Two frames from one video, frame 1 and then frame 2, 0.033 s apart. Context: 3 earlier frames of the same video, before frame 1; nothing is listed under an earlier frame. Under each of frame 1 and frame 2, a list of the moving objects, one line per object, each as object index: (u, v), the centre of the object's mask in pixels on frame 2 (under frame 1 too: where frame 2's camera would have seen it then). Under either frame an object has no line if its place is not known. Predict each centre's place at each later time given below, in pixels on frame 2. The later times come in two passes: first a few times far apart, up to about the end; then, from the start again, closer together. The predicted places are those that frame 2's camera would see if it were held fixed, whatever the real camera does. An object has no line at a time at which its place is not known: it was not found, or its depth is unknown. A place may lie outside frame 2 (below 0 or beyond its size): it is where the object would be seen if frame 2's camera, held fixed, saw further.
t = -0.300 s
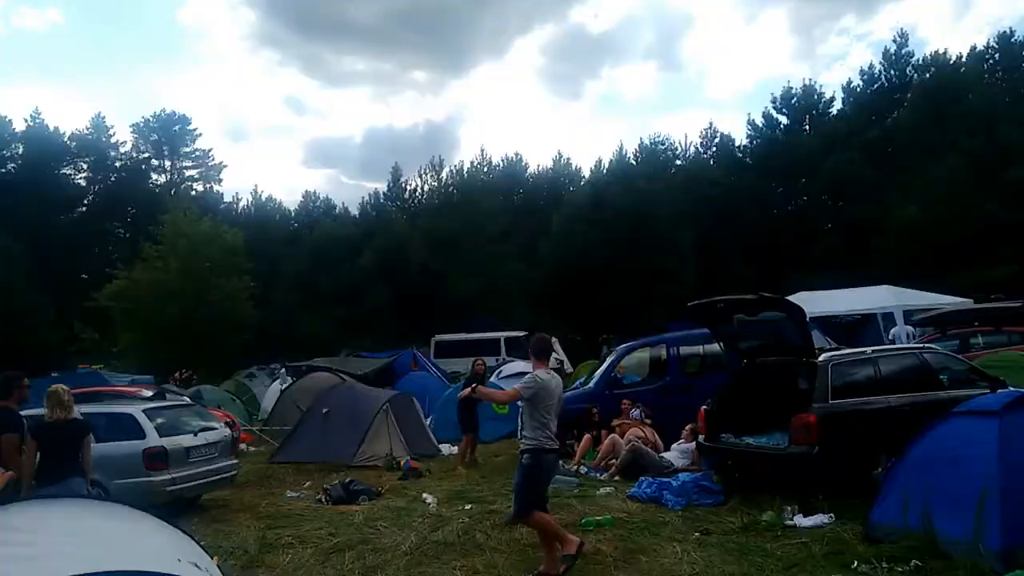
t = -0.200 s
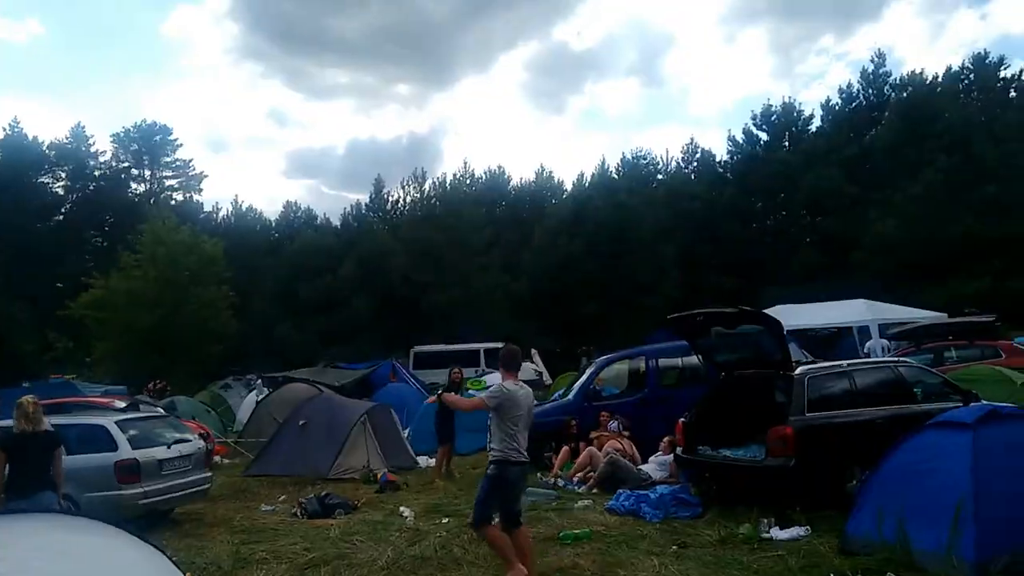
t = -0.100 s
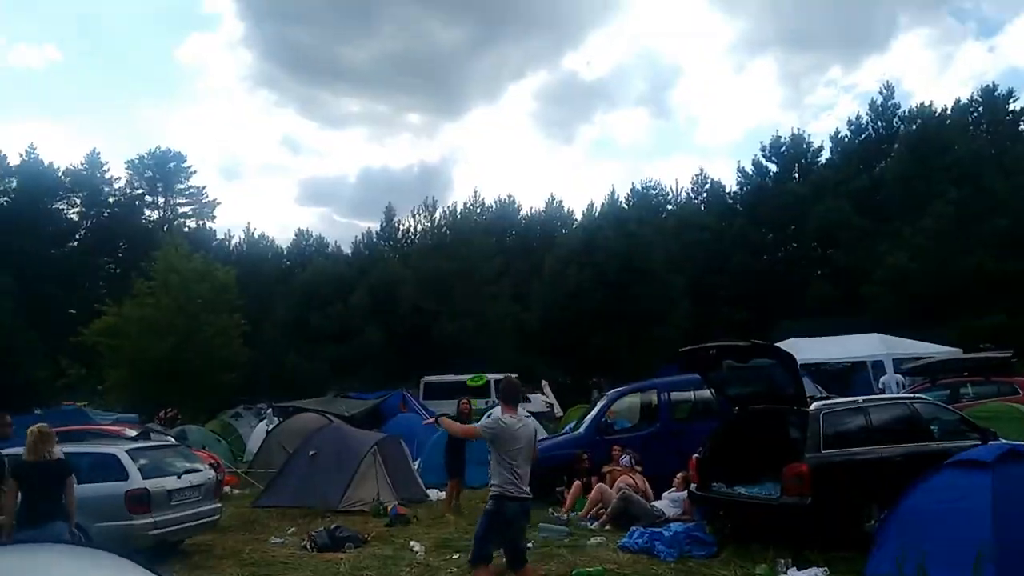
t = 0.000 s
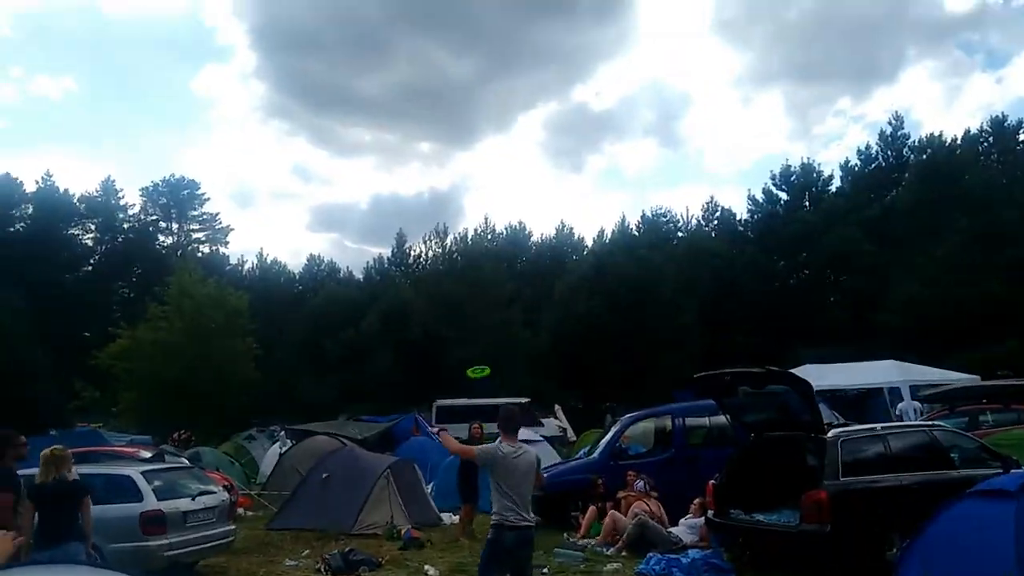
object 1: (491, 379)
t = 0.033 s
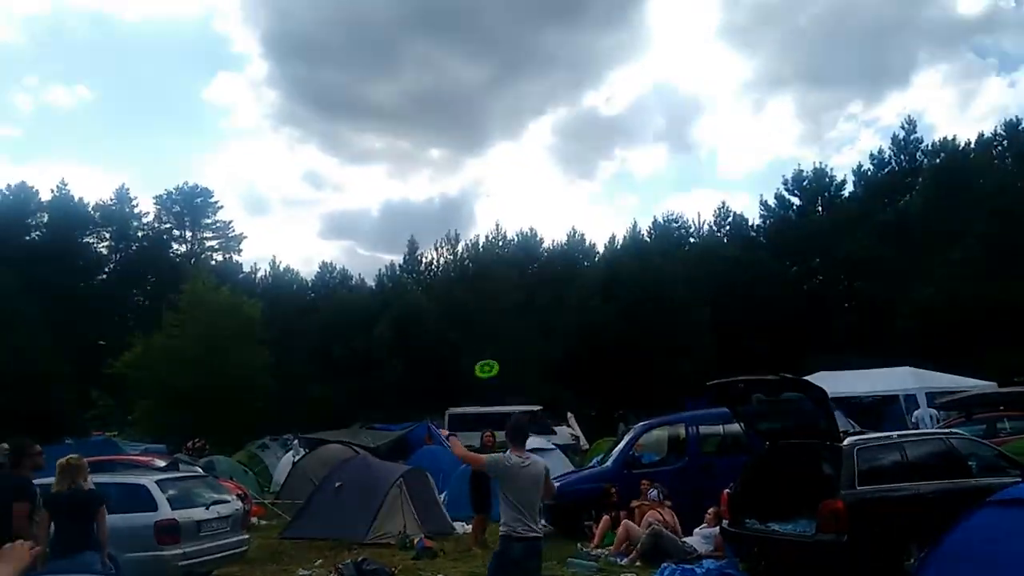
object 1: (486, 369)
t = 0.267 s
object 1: (454, 295)
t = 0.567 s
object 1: (393, 207)
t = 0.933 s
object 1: (305, 125)
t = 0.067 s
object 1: (482, 358)
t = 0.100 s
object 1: (478, 347)
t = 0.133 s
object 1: (474, 337)
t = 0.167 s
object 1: (469, 326)
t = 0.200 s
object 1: (464, 316)
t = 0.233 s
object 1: (459, 305)
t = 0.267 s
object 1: (454, 295)
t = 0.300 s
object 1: (448, 285)
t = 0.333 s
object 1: (442, 275)
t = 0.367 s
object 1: (436, 264)
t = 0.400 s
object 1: (429, 254)
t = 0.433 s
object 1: (421, 244)
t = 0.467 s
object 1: (414, 236)
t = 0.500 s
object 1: (409, 225)
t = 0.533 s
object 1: (405, 216)
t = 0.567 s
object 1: (393, 207)
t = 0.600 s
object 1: (386, 198)
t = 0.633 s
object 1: (378, 187)
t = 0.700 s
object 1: (359, 174)
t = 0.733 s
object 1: (354, 168)
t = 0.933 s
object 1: (305, 125)
